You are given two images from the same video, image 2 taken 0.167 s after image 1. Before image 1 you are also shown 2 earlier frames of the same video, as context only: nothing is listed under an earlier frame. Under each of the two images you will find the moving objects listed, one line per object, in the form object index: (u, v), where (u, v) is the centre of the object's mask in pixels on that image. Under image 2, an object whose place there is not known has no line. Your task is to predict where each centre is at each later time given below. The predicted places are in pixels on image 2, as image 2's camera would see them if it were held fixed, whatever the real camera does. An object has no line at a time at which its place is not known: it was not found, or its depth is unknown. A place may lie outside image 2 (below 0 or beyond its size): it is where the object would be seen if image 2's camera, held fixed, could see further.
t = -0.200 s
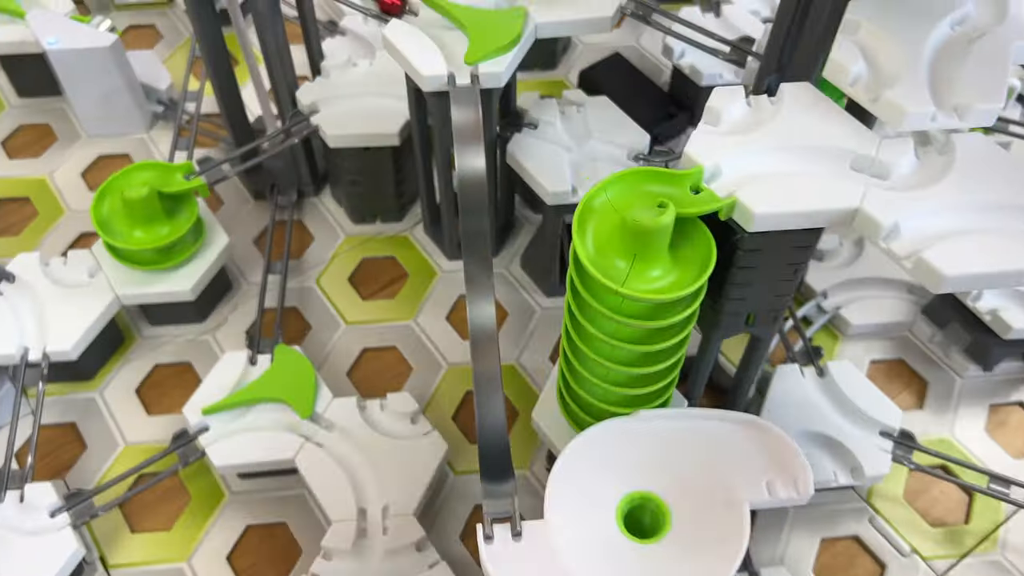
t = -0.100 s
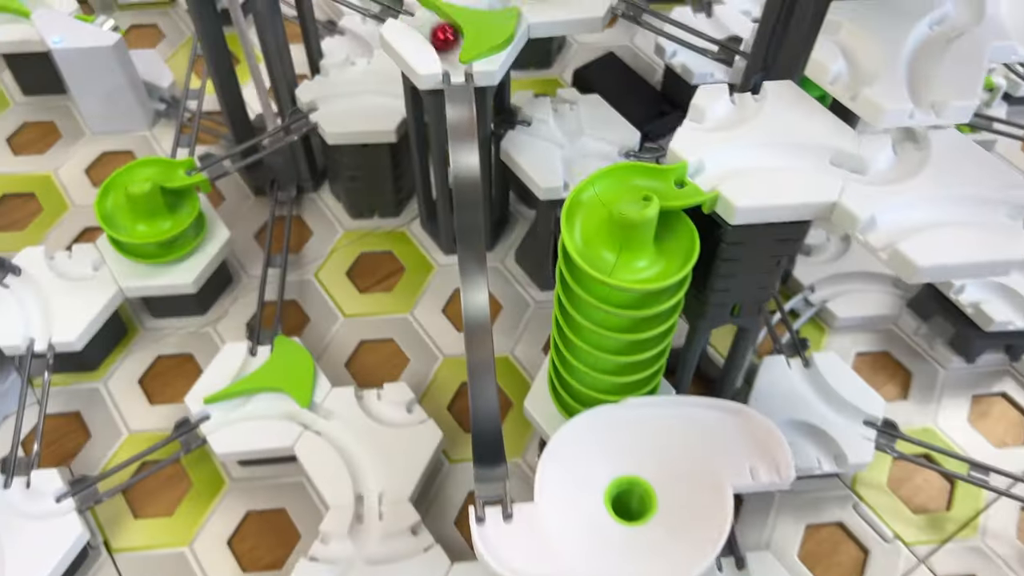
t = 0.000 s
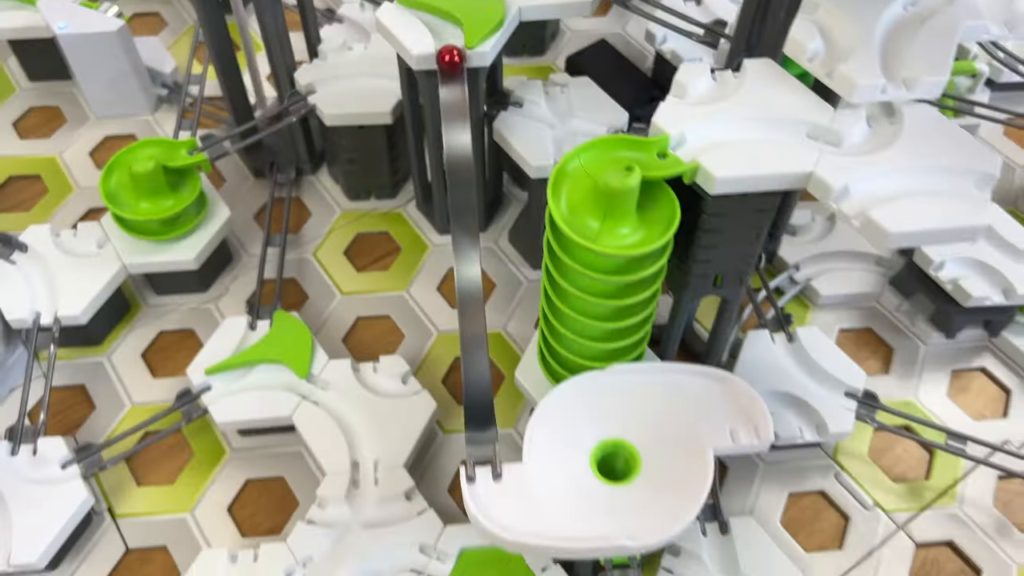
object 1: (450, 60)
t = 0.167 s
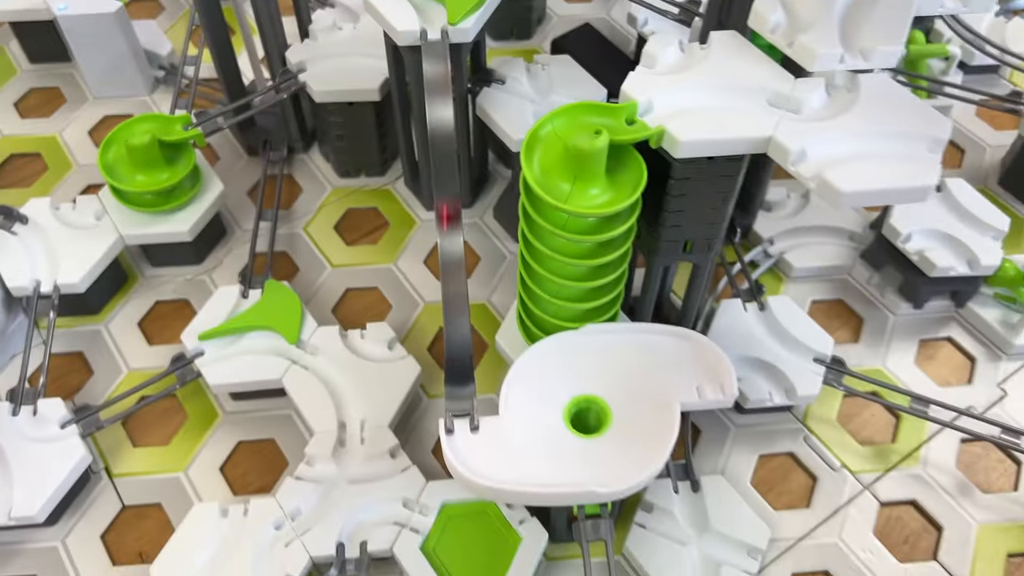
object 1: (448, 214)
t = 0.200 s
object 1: (452, 289)
